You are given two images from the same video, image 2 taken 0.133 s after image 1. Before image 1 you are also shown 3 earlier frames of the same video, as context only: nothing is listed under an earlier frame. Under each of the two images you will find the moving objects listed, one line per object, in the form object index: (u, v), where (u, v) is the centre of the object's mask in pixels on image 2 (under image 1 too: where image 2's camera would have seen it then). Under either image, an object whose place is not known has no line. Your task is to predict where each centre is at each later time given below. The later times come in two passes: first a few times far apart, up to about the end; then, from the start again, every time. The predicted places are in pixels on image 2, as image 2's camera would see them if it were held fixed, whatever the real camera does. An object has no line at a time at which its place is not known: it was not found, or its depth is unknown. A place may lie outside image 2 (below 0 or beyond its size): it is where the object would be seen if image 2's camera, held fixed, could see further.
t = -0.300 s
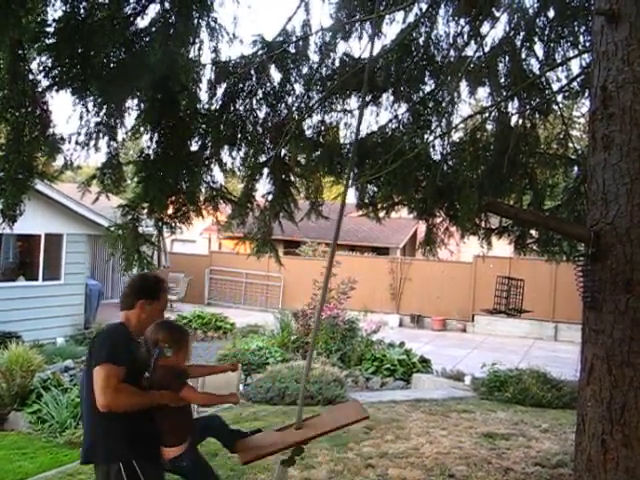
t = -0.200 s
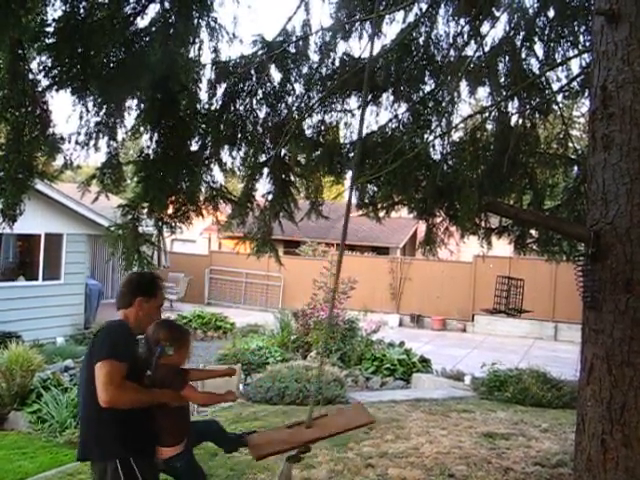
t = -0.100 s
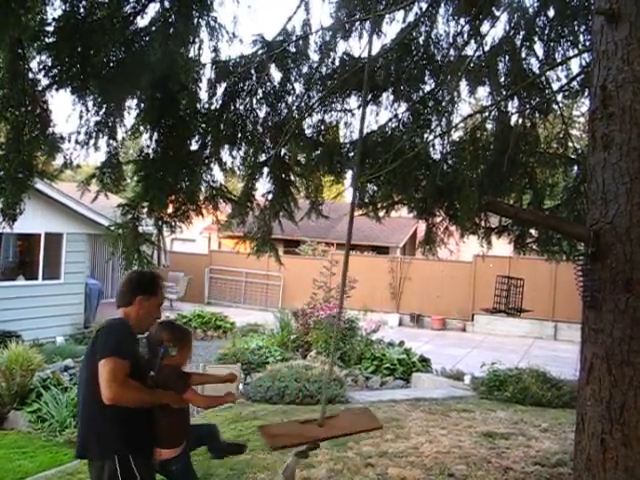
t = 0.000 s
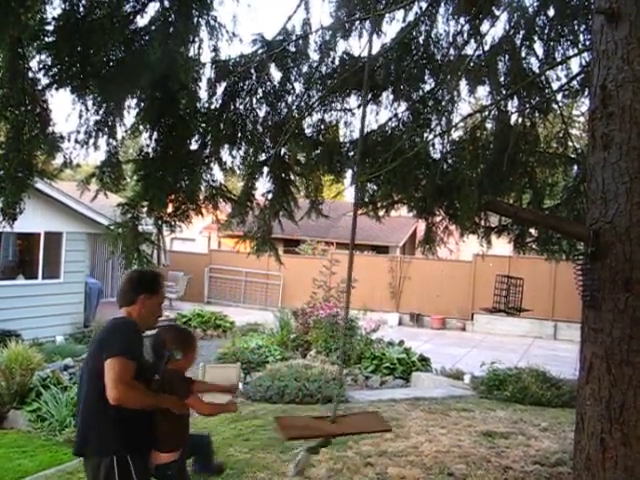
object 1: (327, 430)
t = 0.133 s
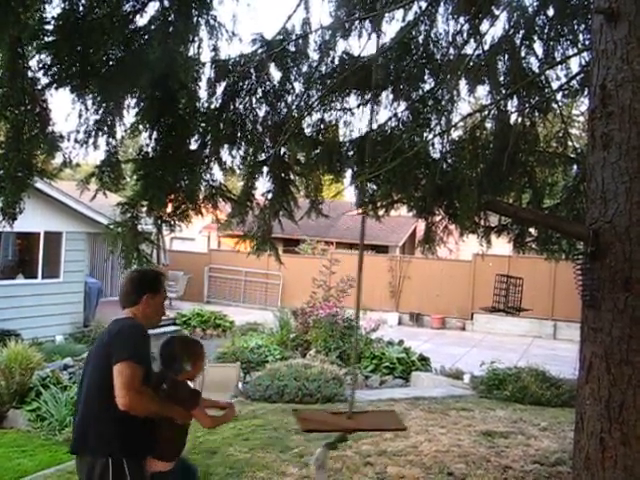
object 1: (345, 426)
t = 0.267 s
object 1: (360, 422)
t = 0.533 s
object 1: (392, 412)
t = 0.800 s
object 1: (421, 404)
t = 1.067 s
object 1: (434, 403)
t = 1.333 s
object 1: (434, 403)
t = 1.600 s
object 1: (424, 413)
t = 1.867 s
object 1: (405, 423)
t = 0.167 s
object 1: (348, 425)
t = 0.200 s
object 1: (352, 424)
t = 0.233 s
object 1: (356, 423)
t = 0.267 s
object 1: (360, 422)
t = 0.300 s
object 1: (364, 421)
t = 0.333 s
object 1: (368, 420)
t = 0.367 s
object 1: (373, 418)
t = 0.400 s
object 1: (376, 417)
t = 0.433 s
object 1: (379, 416)
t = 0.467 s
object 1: (384, 415)
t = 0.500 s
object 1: (388, 414)
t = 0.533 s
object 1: (392, 412)
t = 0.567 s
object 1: (396, 412)
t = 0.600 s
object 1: (400, 410)
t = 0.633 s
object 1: (404, 409)
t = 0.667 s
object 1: (407, 408)
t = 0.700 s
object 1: (410, 407)
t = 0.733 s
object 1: (413, 406)
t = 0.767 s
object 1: (417, 405)
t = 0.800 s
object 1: (421, 404)
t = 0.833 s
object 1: (422, 403)
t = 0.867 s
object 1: (425, 403)
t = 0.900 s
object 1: (427, 403)
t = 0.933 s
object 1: (429, 403)
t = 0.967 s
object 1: (430, 403)
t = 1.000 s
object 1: (431, 403)
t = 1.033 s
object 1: (433, 403)
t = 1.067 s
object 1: (434, 403)
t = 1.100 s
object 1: (434, 403)
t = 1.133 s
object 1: (435, 404)
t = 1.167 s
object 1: (435, 404)
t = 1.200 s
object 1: (436, 404)
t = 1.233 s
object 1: (434, 406)
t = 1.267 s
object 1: (434, 405)
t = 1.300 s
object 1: (435, 403)
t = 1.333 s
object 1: (434, 403)
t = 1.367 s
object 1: (434, 404)
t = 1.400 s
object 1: (434, 405)
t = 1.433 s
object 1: (432, 406)
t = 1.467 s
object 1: (431, 407)
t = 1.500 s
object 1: (429, 409)
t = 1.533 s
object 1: (427, 410)
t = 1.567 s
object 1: (426, 411)
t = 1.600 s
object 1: (424, 413)
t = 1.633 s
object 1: (422, 414)
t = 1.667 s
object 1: (419, 416)
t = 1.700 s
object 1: (417, 417)
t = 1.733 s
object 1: (415, 418)
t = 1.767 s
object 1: (412, 420)
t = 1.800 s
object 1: (411, 422)
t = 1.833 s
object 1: (407, 423)
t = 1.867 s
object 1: (405, 423)
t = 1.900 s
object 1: (402, 424)
